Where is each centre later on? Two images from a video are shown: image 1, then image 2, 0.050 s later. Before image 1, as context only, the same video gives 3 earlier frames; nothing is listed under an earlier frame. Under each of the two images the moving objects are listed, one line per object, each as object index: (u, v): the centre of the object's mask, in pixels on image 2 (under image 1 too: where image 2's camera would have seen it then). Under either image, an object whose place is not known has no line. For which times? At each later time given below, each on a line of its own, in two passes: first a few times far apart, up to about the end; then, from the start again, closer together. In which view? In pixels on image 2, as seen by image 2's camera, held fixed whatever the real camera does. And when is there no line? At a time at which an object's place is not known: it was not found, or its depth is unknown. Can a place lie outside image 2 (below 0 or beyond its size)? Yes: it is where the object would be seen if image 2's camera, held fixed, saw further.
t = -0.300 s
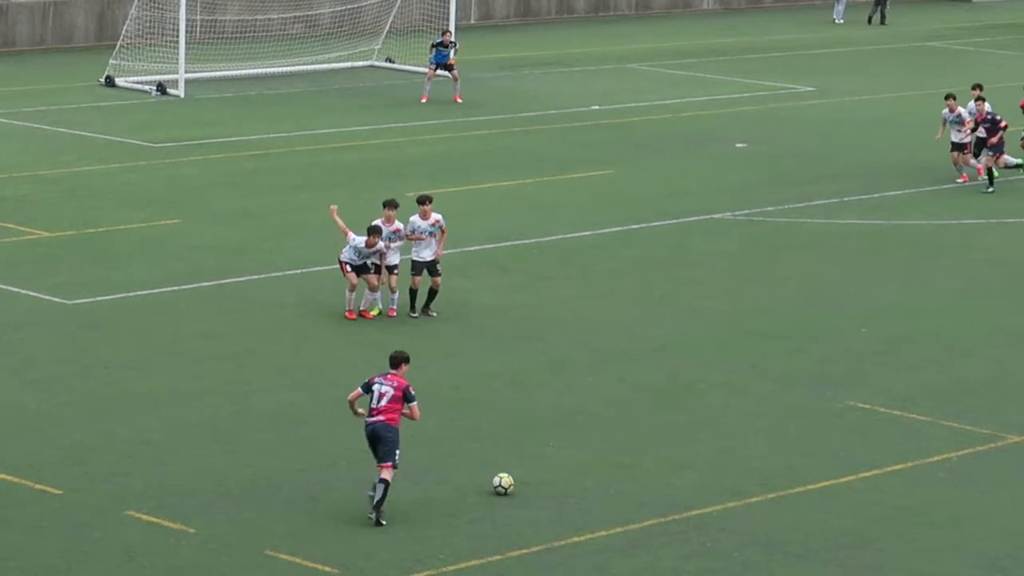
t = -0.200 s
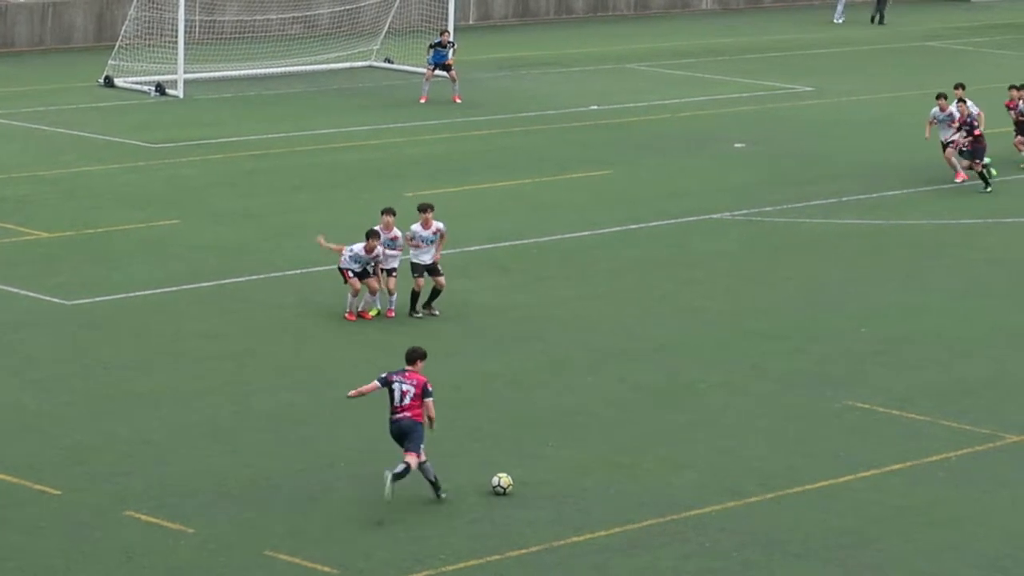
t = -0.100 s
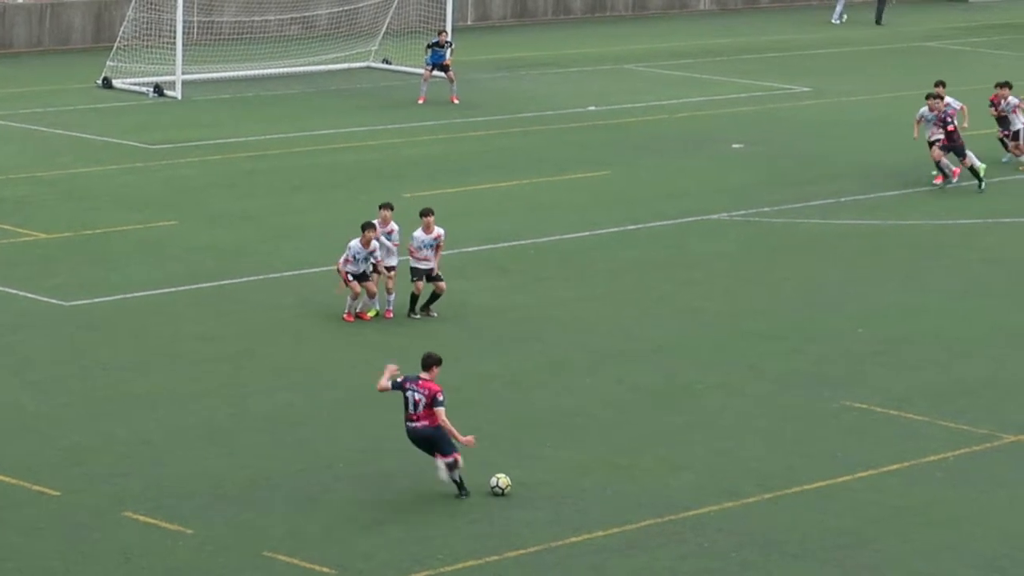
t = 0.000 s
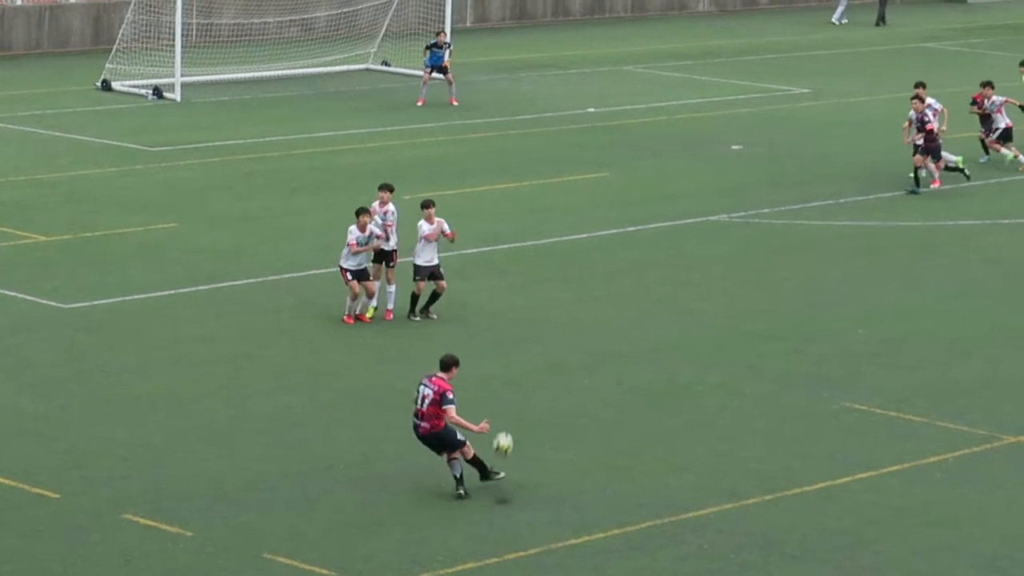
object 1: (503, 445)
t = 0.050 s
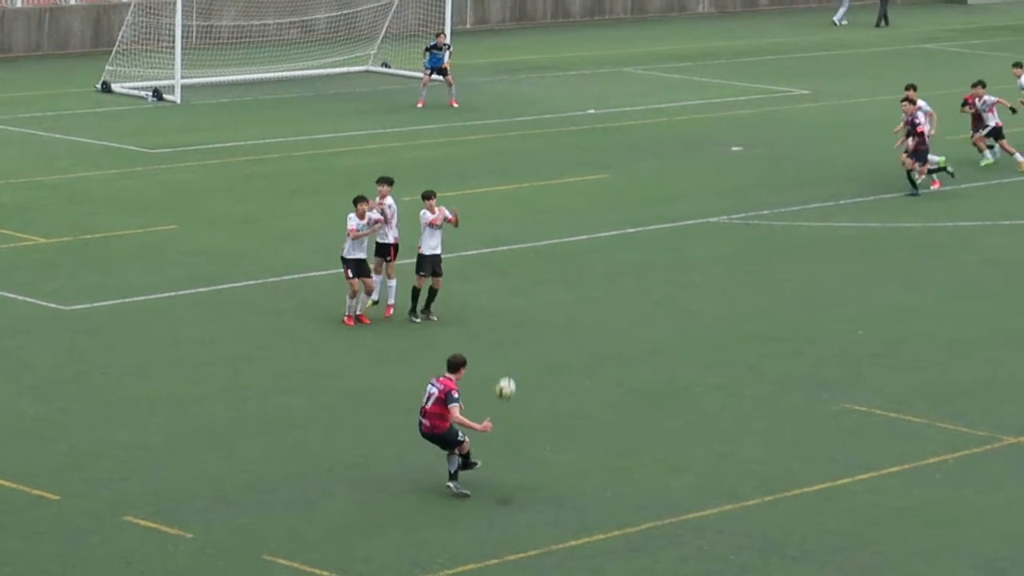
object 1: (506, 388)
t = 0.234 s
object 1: (507, 216)
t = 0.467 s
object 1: (499, 60)
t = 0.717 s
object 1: (478, -48)
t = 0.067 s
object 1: (506, 369)
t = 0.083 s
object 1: (507, 352)
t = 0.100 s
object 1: (507, 335)
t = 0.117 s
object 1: (507, 318)
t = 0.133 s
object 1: (508, 302)
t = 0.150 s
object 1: (508, 288)
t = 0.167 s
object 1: (508, 272)
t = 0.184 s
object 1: (508, 257)
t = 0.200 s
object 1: (508, 244)
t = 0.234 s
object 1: (507, 216)
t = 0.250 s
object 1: (507, 203)
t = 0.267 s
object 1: (507, 190)
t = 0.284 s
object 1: (506, 178)
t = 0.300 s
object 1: (506, 165)
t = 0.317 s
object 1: (505, 154)
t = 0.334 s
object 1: (505, 142)
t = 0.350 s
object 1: (504, 131)
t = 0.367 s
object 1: (504, 120)
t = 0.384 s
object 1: (503, 110)
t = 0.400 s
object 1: (503, 99)
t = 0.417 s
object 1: (502, 89)
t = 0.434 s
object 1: (500, 79)
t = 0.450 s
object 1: (500, 69)
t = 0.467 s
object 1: (499, 60)
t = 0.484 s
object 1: (498, 52)
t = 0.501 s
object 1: (497, 43)
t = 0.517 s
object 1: (495, 34)
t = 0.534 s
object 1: (494, 27)
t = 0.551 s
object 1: (493, 18)
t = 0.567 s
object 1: (492, 11)
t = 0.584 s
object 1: (491, 3)
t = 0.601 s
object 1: (489, -4)
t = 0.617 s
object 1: (487, -11)
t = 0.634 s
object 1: (486, -18)
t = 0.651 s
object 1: (485, -24)
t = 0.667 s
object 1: (483, -30)
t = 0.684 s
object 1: (482, -36)
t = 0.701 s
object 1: (480, -42)
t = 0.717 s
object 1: (478, -48)
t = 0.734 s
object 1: (476, -54)
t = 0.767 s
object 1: (473, -64)
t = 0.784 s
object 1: (471, -70)
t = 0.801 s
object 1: (469, -75)
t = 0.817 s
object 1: (467, -79)
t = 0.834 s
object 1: (466, -84)
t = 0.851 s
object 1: (464, -88)
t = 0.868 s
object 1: (462, -92)
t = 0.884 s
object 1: (460, -97)
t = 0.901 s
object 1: (458, -101)
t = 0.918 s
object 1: (455, -105)
